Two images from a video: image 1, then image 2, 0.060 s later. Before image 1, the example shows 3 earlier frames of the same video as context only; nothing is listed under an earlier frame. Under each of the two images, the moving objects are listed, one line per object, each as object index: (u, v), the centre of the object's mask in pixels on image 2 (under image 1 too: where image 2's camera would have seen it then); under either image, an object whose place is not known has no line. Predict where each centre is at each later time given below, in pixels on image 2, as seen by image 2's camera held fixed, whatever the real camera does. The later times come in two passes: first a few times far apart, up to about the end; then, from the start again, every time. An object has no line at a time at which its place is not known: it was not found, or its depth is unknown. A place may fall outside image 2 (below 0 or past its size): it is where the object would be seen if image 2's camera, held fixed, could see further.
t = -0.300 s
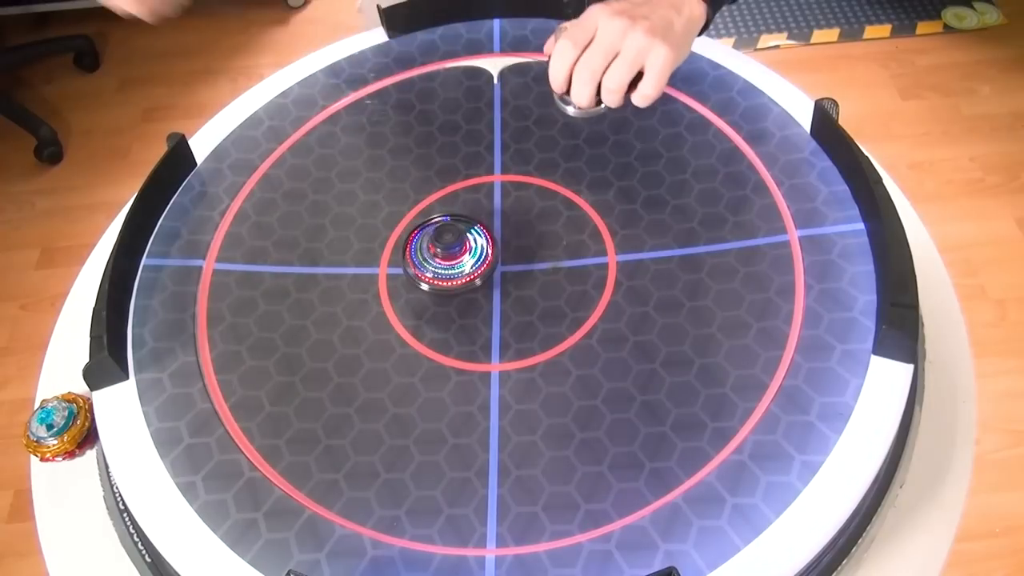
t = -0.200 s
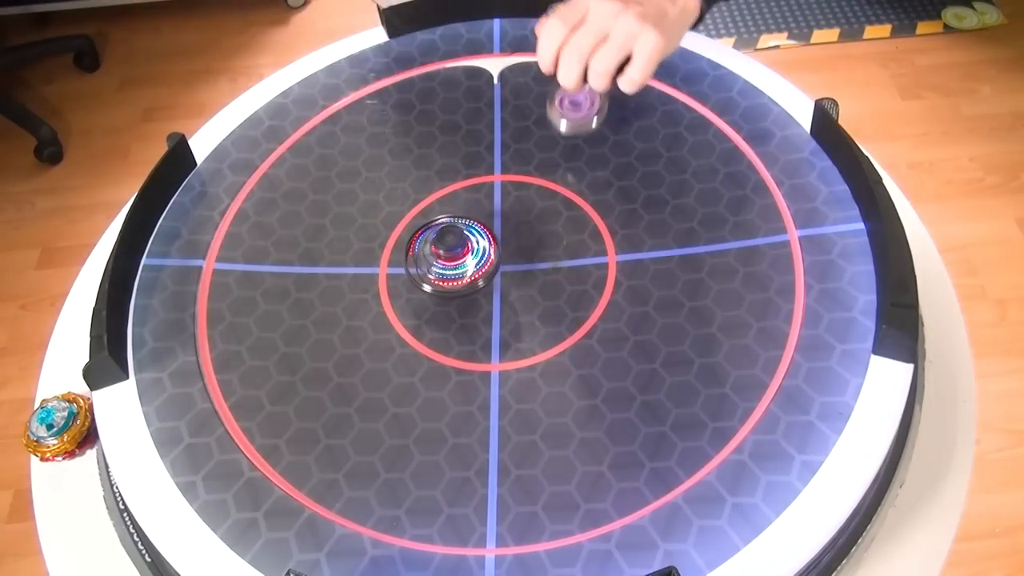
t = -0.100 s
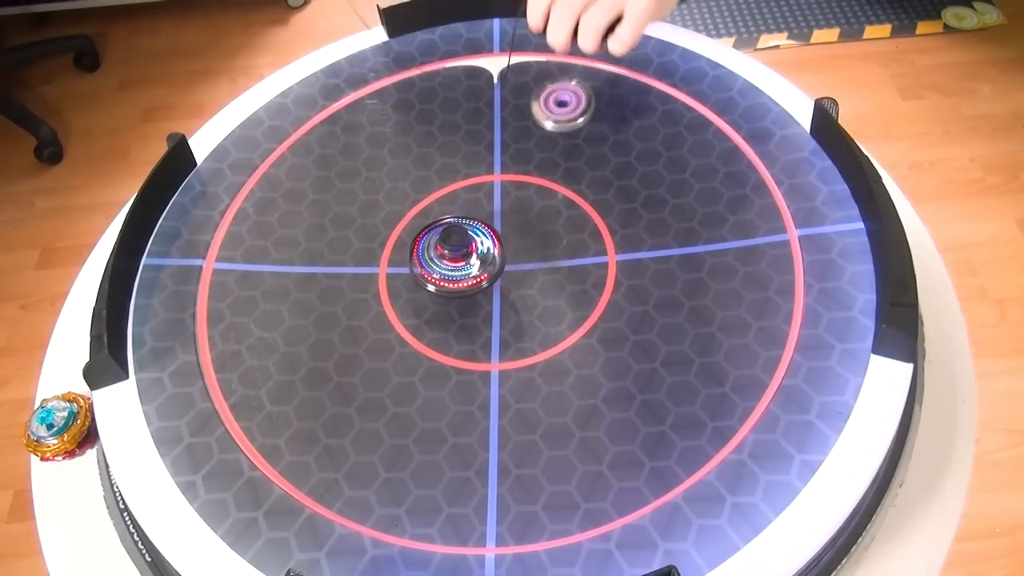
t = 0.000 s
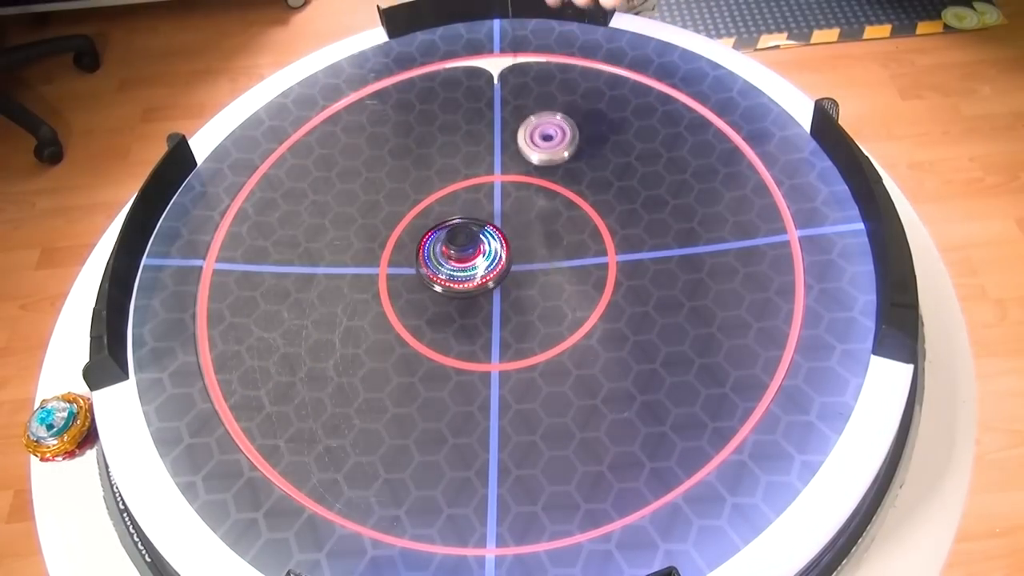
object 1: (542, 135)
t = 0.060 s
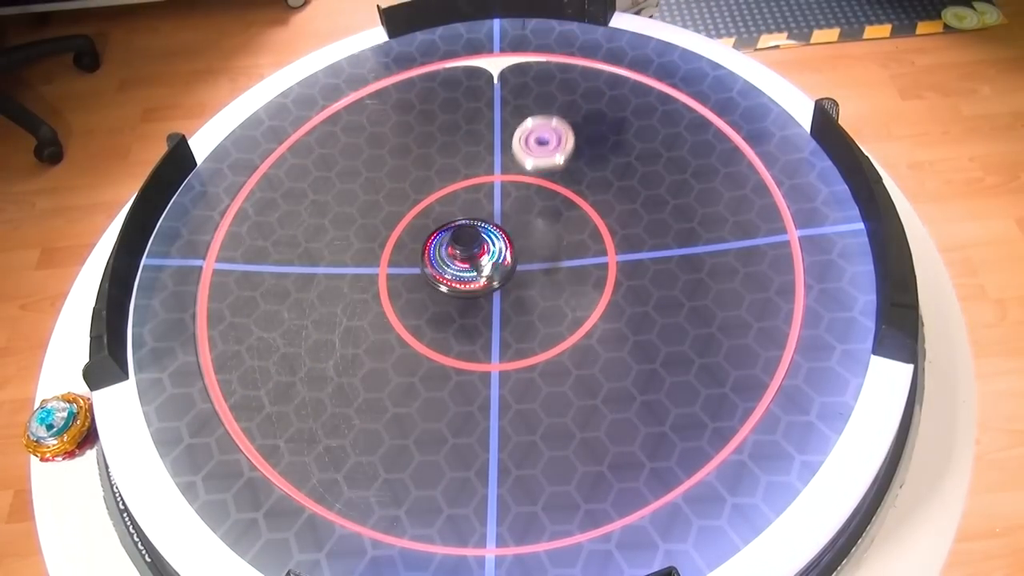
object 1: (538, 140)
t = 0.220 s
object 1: (531, 201)
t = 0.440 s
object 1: (560, 246)
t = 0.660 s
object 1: (599, 246)
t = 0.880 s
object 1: (602, 237)
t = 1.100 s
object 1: (565, 237)
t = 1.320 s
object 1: (533, 252)
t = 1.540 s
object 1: (499, 288)
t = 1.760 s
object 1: (500, 328)
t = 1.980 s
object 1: (521, 334)
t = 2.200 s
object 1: (517, 311)
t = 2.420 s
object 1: (509, 292)
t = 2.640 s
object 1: (474, 282)
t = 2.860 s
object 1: (436, 287)
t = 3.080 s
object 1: (422, 302)
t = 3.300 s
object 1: (433, 304)
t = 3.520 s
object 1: (444, 298)
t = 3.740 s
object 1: (450, 280)
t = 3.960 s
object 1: (441, 259)
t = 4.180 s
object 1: (424, 247)
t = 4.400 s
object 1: (412, 250)
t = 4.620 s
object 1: (408, 261)
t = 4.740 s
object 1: (420, 264)
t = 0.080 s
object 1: (536, 148)
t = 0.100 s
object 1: (534, 158)
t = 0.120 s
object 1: (535, 169)
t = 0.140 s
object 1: (534, 171)
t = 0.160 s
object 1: (533, 176)
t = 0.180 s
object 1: (532, 184)
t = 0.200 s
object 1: (531, 194)
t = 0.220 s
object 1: (531, 201)
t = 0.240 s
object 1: (531, 207)
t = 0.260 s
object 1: (533, 213)
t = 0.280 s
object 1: (536, 218)
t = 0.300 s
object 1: (538, 220)
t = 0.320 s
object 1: (541, 226)
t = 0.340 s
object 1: (543, 231)
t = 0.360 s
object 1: (546, 236)
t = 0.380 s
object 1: (550, 239)
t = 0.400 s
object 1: (553, 242)
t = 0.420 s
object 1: (557, 245)
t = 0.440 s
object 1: (560, 246)
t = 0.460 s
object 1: (564, 248)
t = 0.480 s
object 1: (568, 249)
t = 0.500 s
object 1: (572, 250)
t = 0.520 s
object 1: (576, 250)
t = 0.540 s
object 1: (579, 251)
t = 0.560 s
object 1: (583, 250)
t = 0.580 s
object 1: (586, 250)
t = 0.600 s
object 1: (590, 249)
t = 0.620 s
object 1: (594, 249)
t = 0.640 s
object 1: (597, 247)
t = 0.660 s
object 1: (599, 246)
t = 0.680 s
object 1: (602, 247)
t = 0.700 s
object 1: (604, 244)
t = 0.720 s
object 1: (606, 243)
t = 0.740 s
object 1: (607, 242)
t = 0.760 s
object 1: (608, 242)
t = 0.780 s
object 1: (608, 240)
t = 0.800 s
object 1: (607, 239)
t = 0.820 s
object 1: (607, 239)
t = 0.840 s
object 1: (605, 238)
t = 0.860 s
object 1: (604, 238)
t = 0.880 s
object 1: (602, 237)
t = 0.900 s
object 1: (600, 236)
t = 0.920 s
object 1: (597, 236)
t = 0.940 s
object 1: (594, 236)
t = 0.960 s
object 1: (591, 236)
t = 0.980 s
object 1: (588, 235)
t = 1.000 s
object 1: (585, 235)
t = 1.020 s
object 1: (581, 235)
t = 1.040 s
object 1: (577, 237)
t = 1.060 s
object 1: (573, 238)
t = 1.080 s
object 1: (569, 237)
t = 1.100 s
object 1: (565, 237)
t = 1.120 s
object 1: (563, 237)
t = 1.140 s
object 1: (560, 237)
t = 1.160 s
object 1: (557, 238)
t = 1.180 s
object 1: (553, 240)
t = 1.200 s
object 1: (549, 241)
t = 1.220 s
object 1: (546, 243)
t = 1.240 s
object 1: (542, 245)
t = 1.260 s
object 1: (540, 247)
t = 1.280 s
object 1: (537, 248)
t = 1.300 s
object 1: (535, 249)
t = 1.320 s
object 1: (533, 252)
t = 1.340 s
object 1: (529, 254)
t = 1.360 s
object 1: (527, 257)
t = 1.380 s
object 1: (523, 261)
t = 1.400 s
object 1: (520, 264)
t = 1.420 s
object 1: (517, 267)
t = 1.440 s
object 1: (514, 270)
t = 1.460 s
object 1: (510, 273)
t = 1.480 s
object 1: (507, 277)
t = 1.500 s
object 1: (504, 280)
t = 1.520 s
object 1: (502, 284)
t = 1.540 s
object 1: (499, 288)
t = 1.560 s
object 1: (497, 292)
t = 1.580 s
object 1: (495, 296)
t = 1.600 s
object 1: (495, 300)
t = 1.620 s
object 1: (494, 304)
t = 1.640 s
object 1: (494, 308)
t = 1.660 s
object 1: (494, 312)
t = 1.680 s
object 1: (495, 315)
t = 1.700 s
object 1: (496, 319)
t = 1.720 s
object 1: (496, 323)
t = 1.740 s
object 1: (498, 325)
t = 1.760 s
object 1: (500, 328)
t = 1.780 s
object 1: (502, 330)
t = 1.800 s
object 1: (505, 332)
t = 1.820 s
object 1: (507, 333)
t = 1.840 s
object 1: (510, 335)
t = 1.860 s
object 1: (512, 336)
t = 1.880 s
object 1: (514, 336)
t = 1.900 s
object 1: (516, 336)
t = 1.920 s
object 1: (517, 336)
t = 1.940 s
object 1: (519, 335)
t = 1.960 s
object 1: (520, 335)
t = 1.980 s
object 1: (521, 334)
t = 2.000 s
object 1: (522, 332)
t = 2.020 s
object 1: (522, 331)
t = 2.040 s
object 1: (523, 330)
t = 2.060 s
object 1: (523, 327)
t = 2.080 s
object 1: (522, 326)
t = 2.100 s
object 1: (522, 324)
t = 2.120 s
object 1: (522, 321)
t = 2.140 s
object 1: (521, 320)
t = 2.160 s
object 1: (520, 316)
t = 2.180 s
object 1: (519, 314)
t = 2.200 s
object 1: (517, 311)
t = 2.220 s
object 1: (518, 308)
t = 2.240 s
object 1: (518, 307)
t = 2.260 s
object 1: (518, 308)
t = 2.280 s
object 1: (518, 307)
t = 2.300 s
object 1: (516, 305)
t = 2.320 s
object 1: (516, 303)
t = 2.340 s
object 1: (515, 298)
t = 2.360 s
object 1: (514, 299)
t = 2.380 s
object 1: (513, 297)
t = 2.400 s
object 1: (511, 295)
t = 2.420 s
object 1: (509, 292)
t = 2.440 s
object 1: (507, 291)
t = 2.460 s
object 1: (503, 288)
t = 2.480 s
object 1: (501, 286)
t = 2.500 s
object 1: (498, 287)
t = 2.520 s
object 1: (495, 284)
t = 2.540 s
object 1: (491, 284)
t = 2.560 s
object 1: (488, 284)
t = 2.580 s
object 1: (485, 283)
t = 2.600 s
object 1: (481, 282)
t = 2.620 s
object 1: (478, 282)
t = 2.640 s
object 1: (474, 282)
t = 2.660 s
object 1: (470, 281)
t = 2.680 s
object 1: (467, 281)
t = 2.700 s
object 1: (463, 281)
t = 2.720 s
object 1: (459, 282)
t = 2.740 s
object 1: (456, 282)
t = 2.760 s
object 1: (452, 283)
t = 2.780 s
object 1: (449, 284)
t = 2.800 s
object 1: (445, 286)
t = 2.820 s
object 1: (442, 285)
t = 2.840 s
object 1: (439, 286)
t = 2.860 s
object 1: (436, 287)
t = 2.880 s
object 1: (433, 289)
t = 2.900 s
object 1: (431, 290)
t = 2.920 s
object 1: (429, 291)
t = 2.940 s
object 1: (427, 291)
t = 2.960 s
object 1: (425, 294)
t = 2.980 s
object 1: (424, 295)
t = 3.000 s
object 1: (423, 296)
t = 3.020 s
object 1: (422, 298)
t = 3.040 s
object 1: (422, 299)
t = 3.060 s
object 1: (422, 300)
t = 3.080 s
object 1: (422, 302)
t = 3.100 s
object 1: (422, 303)
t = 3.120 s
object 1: (422, 303)
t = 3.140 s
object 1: (424, 303)
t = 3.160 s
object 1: (424, 304)
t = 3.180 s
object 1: (425, 303)
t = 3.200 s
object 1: (426, 303)
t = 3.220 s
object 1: (427, 304)
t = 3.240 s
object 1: (429, 303)
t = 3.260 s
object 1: (431, 302)
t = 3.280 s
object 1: (432, 303)
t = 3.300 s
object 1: (433, 304)
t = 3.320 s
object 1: (434, 304)
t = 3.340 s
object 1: (435, 303)
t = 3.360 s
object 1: (436, 303)
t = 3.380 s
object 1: (437, 303)
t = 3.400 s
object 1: (439, 303)
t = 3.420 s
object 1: (440, 302)
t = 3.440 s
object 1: (441, 302)
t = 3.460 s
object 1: (441, 302)
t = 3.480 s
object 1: (443, 300)
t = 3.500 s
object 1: (444, 299)
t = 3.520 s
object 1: (444, 298)
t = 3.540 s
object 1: (445, 296)
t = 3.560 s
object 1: (446, 295)
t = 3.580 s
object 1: (447, 294)
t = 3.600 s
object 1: (448, 292)
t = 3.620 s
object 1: (448, 291)
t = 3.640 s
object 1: (448, 289)
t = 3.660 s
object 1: (448, 287)
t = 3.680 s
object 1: (448, 286)
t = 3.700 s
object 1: (449, 284)
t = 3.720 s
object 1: (450, 282)
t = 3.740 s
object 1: (450, 280)
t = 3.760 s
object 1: (450, 278)
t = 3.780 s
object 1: (449, 276)
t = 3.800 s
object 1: (449, 274)
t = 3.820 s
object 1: (448, 272)
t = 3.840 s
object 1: (448, 270)
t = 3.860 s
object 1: (447, 268)
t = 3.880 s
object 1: (446, 266)
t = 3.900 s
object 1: (445, 264)
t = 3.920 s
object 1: (444, 262)
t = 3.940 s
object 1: (443, 260)
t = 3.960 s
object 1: (441, 259)
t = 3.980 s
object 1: (440, 258)
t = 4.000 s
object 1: (439, 256)
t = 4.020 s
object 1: (437, 254)
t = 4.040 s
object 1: (435, 252)
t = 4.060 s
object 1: (433, 252)
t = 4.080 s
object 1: (431, 251)
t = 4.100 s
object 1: (430, 251)
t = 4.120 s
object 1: (428, 249)
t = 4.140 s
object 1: (426, 249)
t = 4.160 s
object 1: (425, 247)
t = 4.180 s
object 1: (424, 247)
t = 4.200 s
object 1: (422, 247)
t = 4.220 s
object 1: (421, 247)
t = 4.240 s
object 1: (419, 248)
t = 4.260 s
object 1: (418, 248)
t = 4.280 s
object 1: (417, 247)
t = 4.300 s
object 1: (417, 245)
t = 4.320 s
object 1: (416, 248)
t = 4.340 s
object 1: (415, 249)
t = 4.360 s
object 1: (413, 249)
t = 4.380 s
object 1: (412, 250)
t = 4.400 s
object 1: (412, 250)
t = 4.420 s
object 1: (411, 251)
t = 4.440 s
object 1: (411, 252)
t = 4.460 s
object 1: (411, 252)
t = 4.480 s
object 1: (409, 254)
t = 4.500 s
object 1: (408, 255)
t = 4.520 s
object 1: (406, 257)
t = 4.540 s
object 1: (405, 257)
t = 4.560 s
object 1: (405, 259)
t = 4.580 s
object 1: (406, 259)
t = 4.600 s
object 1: (407, 260)
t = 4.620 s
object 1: (408, 261)
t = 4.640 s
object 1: (410, 262)
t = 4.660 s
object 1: (411, 262)
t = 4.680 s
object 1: (413, 263)
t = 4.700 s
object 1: (416, 264)
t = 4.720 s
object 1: (418, 264)
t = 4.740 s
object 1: (420, 264)
